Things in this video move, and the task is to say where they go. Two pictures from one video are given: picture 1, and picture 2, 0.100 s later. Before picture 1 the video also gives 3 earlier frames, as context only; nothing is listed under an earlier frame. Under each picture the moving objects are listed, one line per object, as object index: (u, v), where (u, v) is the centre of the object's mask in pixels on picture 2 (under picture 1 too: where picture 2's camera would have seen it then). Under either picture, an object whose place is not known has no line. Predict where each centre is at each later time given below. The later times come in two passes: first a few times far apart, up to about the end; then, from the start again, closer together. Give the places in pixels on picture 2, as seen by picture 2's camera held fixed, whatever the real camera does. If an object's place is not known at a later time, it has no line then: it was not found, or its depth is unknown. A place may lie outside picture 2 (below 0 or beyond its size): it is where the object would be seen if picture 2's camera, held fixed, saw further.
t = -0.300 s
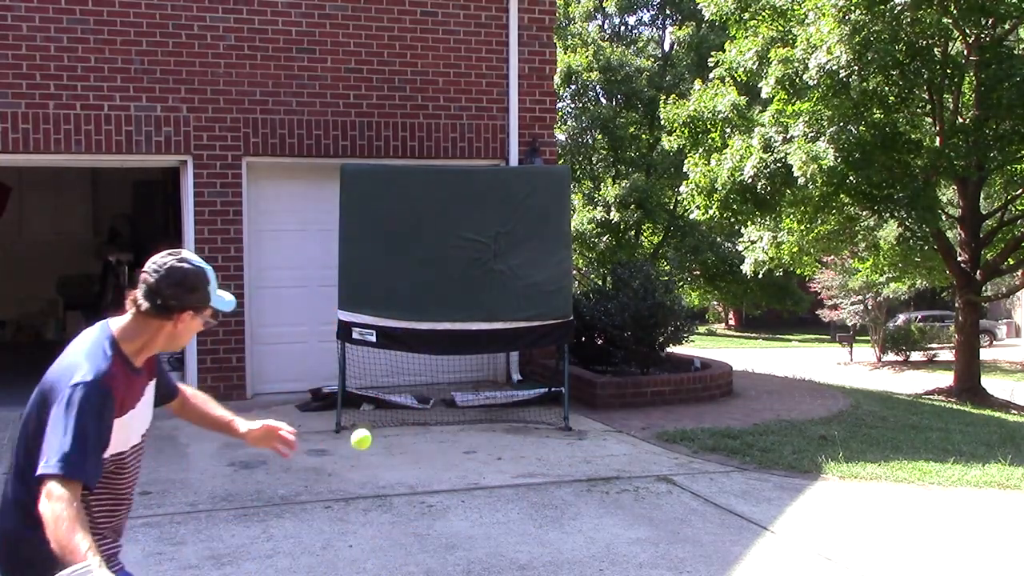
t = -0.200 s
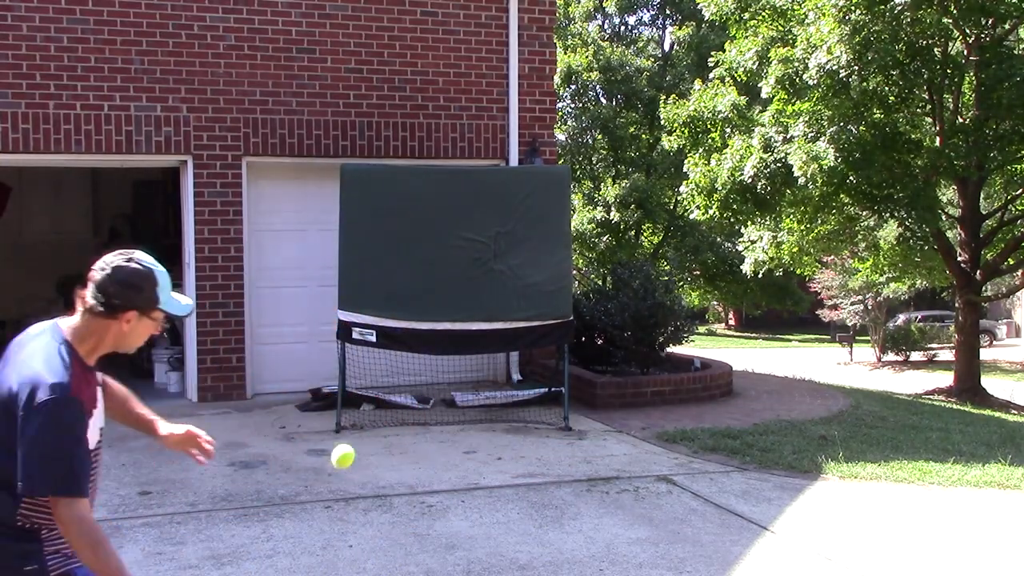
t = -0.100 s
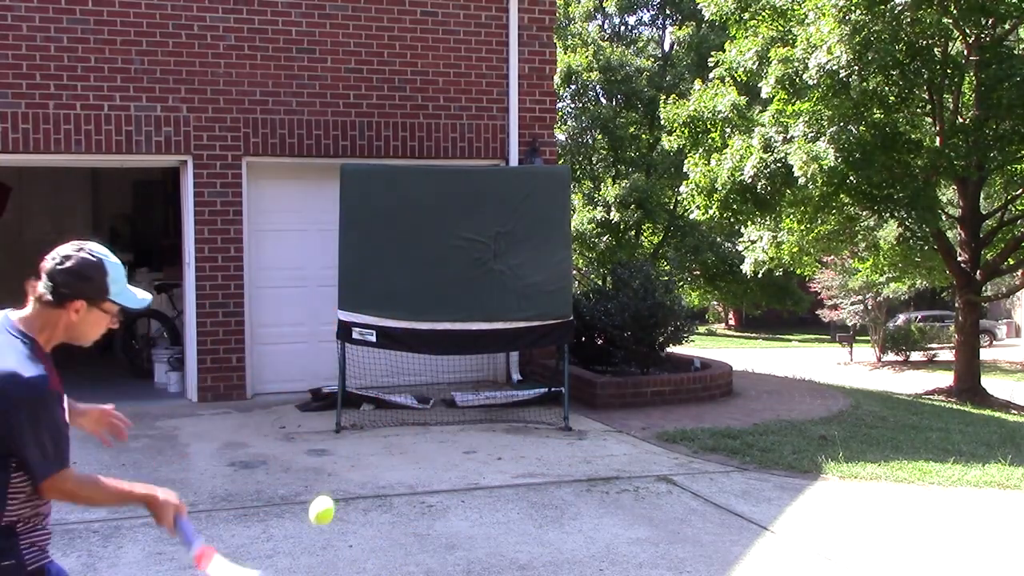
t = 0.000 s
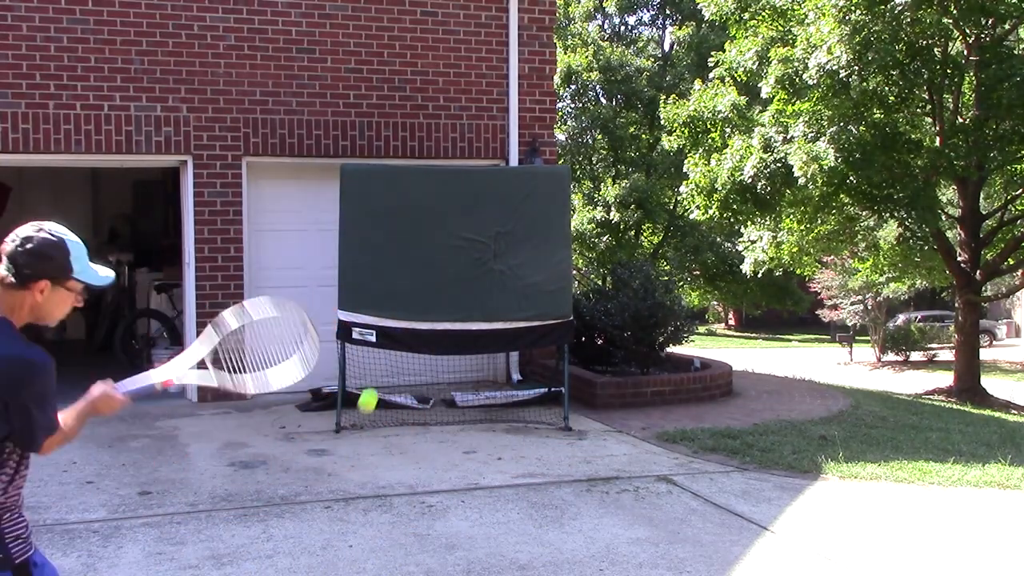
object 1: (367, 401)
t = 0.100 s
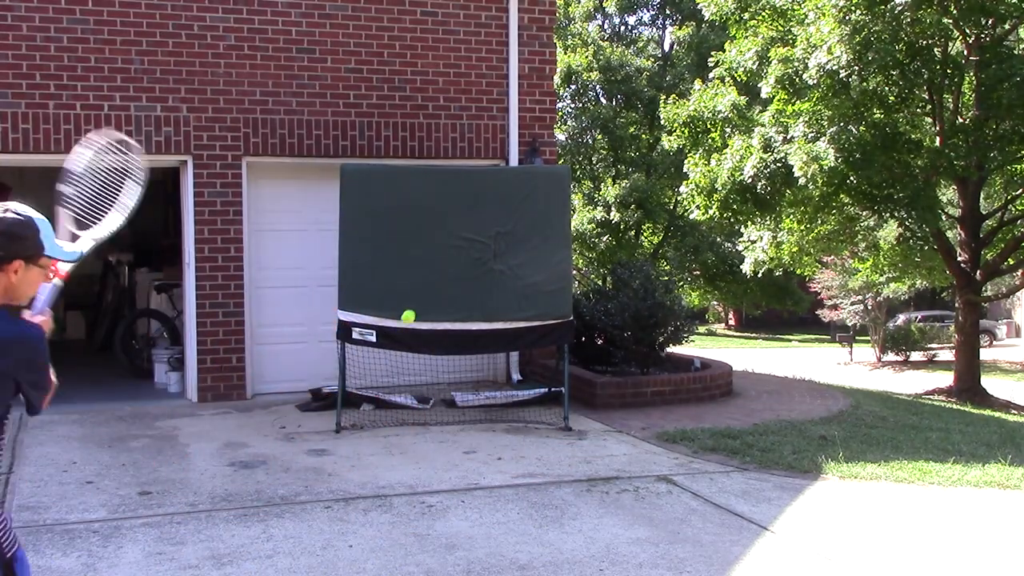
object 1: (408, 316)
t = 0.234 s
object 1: (436, 284)
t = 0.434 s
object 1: (441, 271)
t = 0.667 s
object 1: (439, 317)
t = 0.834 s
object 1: (439, 430)
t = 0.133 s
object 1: (417, 303)
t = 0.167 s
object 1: (424, 294)
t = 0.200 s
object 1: (430, 288)
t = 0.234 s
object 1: (436, 284)
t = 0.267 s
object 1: (441, 282)
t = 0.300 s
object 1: (443, 279)
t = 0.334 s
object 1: (442, 275)
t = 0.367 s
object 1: (442, 272)
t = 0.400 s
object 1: (441, 271)
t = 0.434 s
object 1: (441, 271)
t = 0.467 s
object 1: (440, 272)
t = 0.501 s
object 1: (440, 275)
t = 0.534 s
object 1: (440, 279)
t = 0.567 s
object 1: (440, 286)
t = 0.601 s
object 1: (439, 294)
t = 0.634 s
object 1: (439, 305)
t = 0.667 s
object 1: (439, 317)
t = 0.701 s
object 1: (439, 335)
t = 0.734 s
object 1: (439, 353)
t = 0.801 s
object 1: (439, 401)
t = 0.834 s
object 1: (439, 430)
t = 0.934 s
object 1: (439, 546)
